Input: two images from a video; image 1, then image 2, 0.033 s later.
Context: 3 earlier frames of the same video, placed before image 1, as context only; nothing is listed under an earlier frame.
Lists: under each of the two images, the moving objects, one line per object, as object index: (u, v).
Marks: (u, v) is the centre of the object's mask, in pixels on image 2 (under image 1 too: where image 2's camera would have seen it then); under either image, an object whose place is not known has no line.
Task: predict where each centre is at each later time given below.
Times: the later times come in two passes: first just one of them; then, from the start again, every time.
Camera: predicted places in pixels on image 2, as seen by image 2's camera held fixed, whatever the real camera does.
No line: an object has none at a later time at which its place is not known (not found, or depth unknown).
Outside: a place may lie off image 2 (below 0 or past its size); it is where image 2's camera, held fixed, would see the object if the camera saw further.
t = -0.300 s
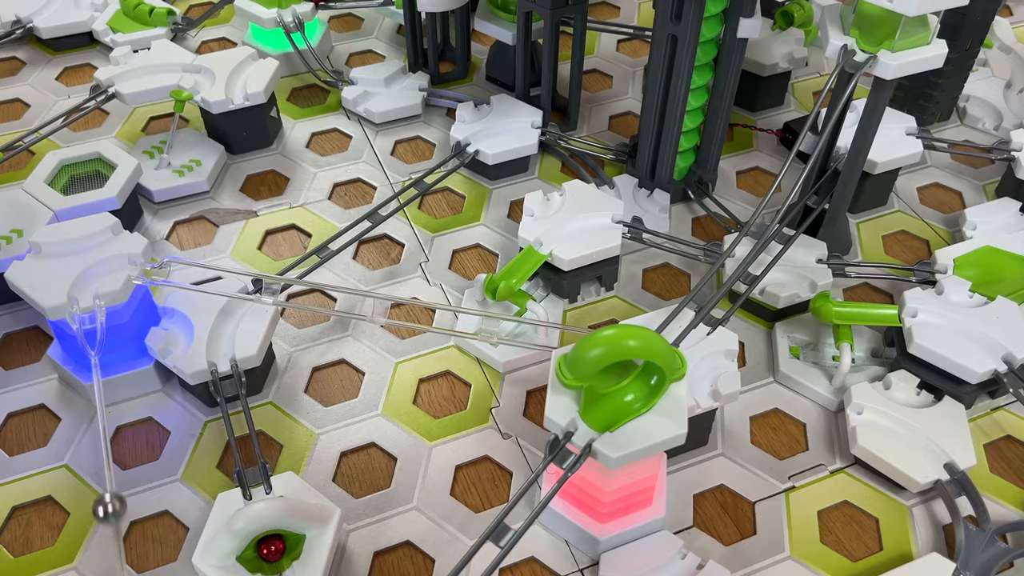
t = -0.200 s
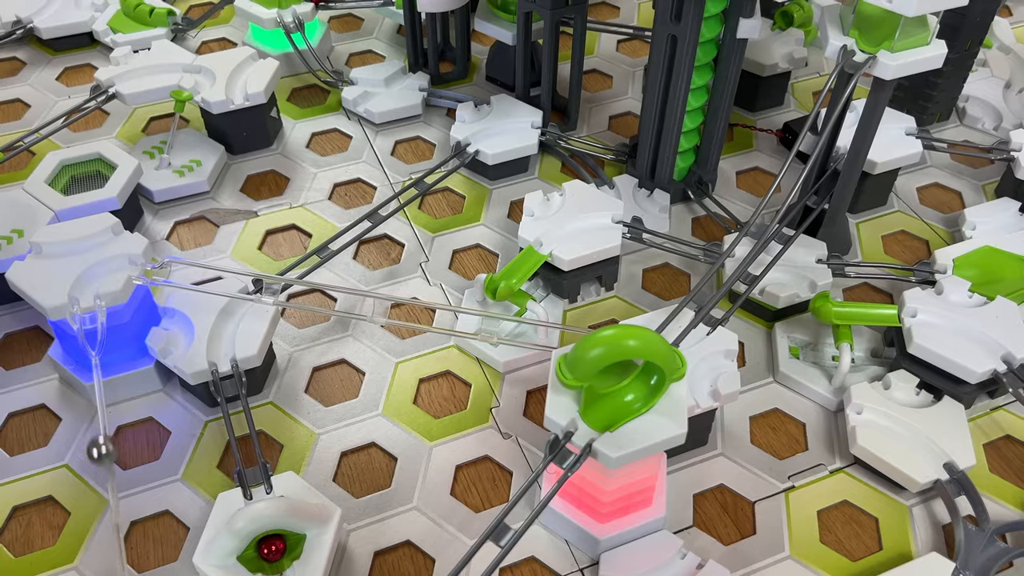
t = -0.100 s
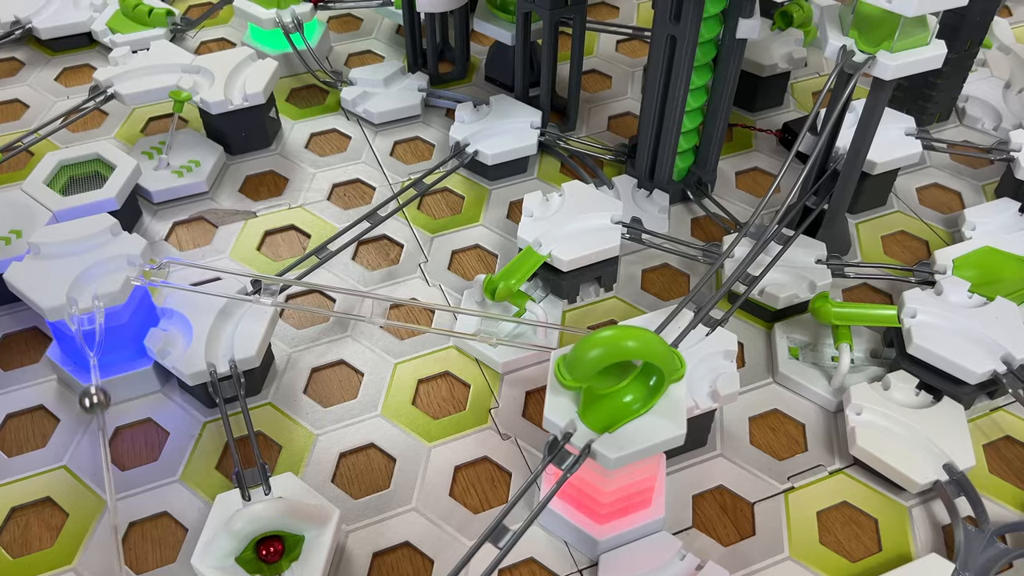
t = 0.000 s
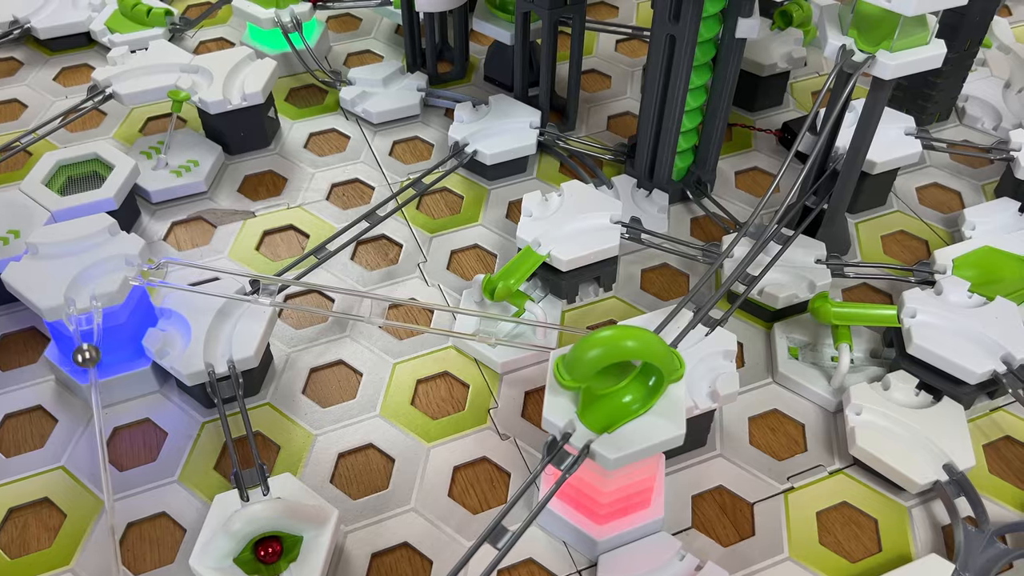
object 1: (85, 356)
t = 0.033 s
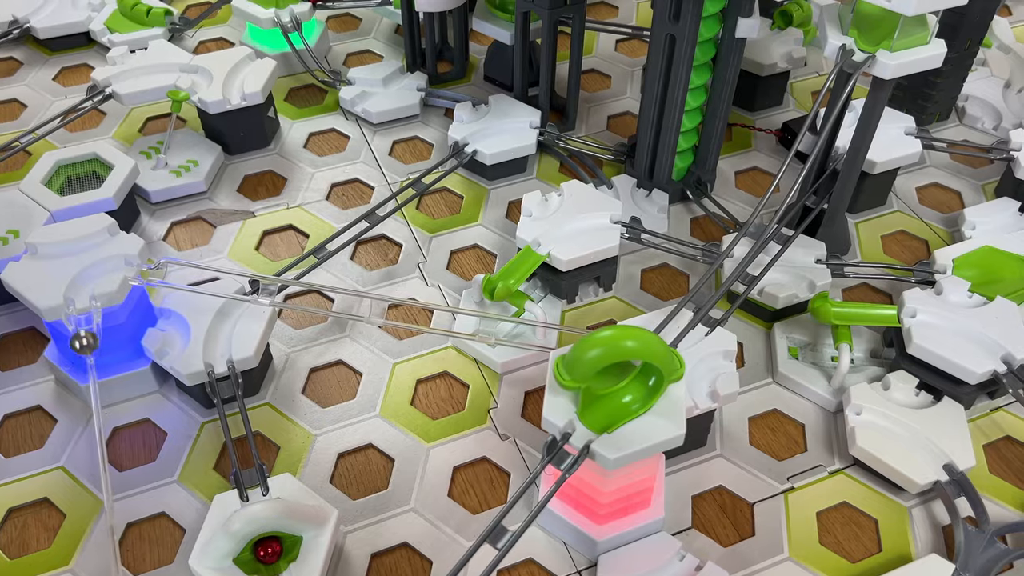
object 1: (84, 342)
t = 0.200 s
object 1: (78, 298)
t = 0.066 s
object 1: (81, 330)
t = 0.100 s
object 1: (81, 321)
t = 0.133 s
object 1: (80, 312)
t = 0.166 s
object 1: (78, 304)
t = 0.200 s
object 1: (78, 298)
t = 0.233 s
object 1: (78, 290)
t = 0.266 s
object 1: (82, 283)
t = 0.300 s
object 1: (86, 277)
